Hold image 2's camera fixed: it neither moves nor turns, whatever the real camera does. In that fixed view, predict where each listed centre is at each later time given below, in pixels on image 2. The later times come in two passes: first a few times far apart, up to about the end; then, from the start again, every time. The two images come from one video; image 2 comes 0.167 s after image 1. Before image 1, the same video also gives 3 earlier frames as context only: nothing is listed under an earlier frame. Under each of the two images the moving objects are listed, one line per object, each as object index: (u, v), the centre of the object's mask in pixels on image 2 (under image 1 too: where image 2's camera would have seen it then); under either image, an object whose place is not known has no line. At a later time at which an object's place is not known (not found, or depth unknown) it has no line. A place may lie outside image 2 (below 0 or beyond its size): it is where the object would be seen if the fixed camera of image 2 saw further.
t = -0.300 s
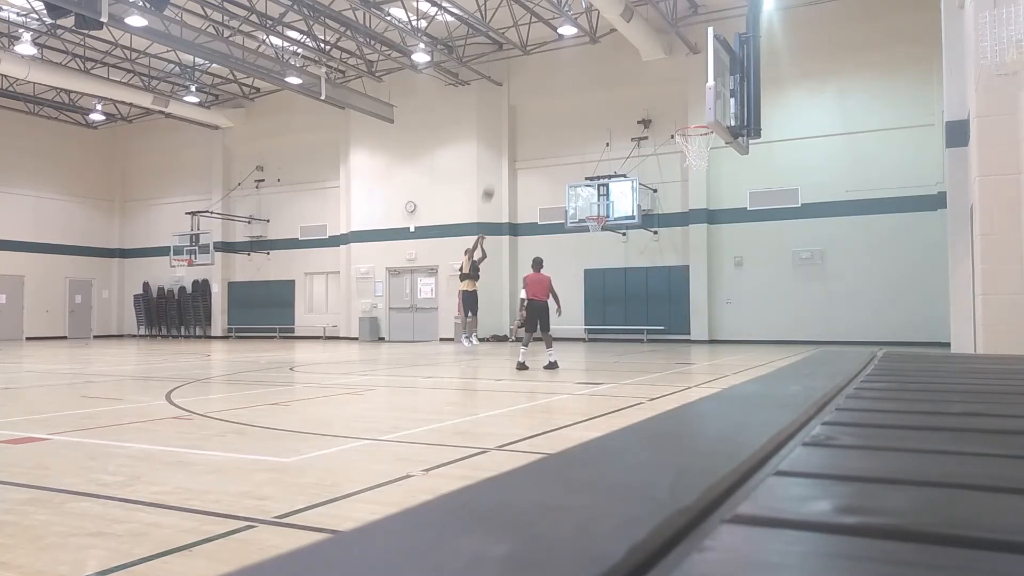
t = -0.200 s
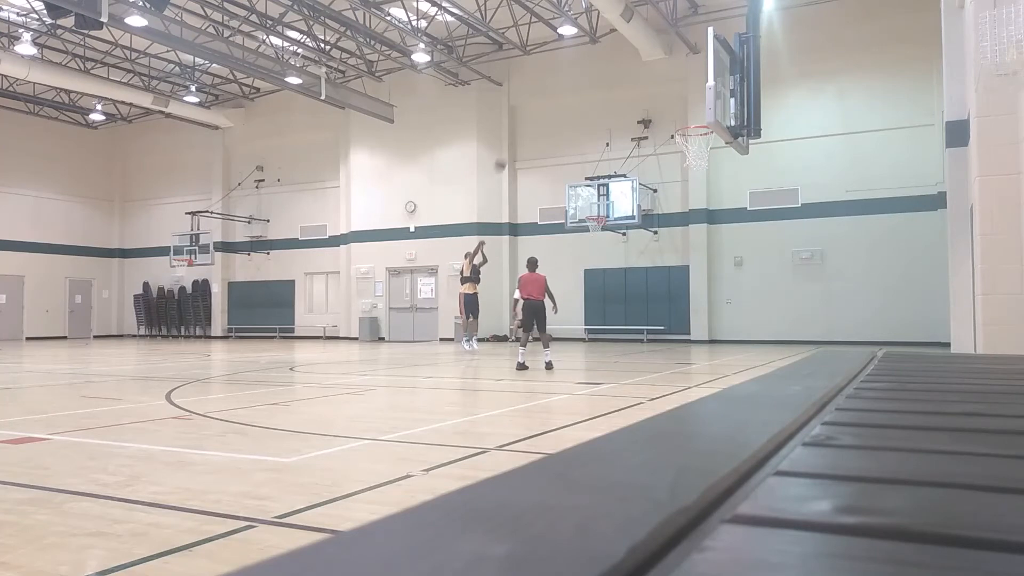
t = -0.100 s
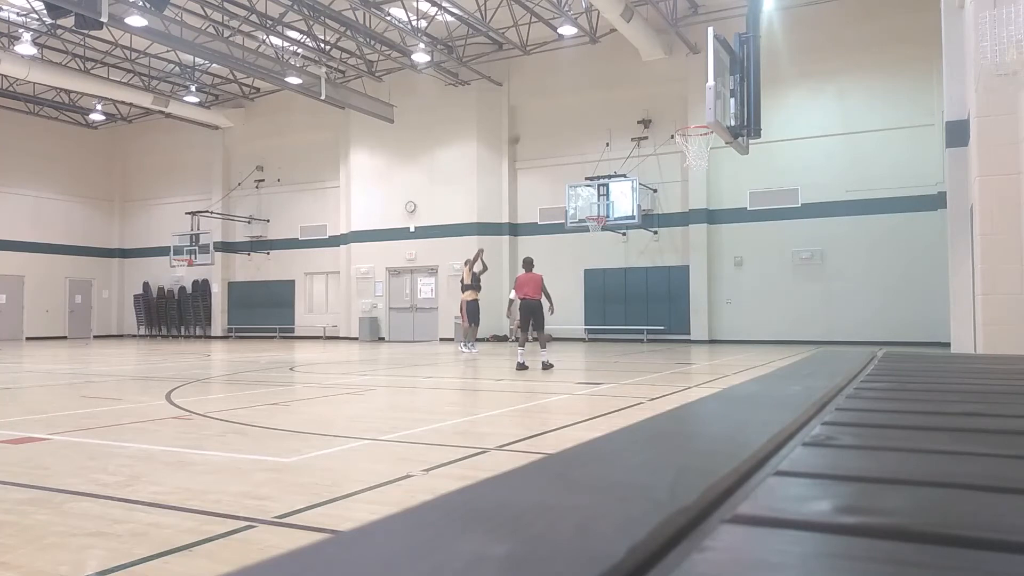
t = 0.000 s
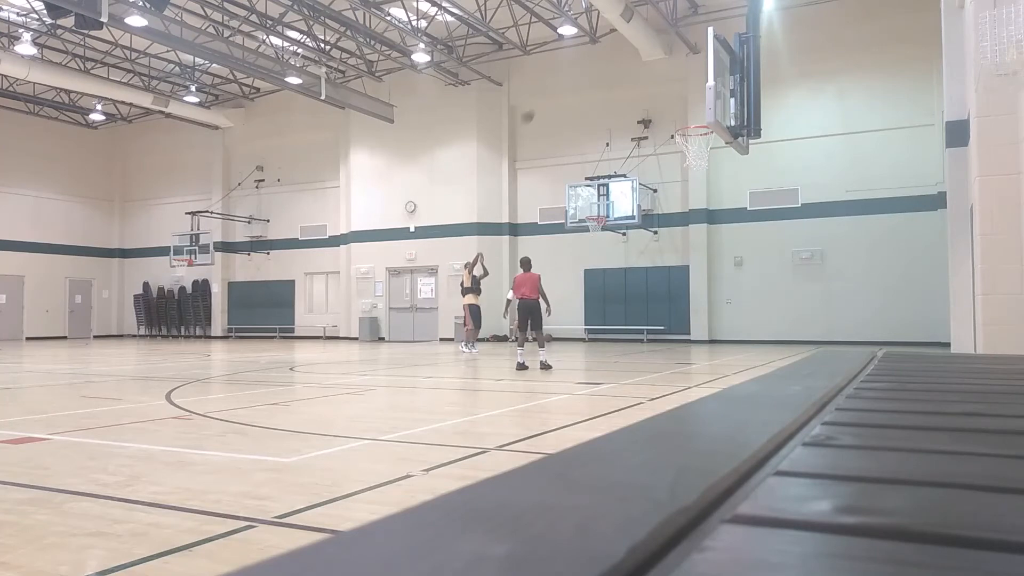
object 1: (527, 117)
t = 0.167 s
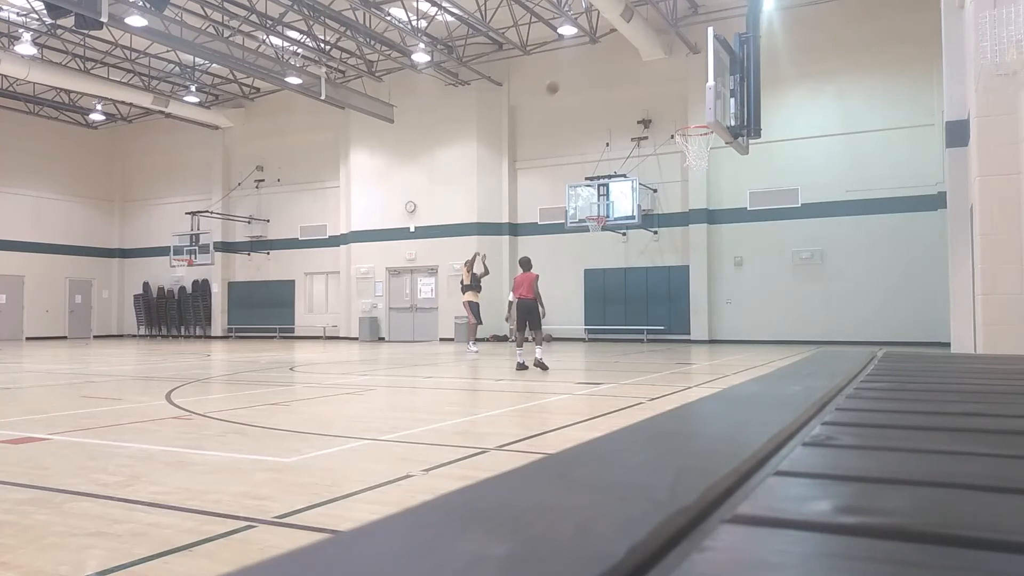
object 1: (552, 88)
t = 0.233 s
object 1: (563, 79)
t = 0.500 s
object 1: (613, 71)
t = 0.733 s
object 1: (666, 105)
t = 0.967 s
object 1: (709, 148)
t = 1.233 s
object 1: (731, 197)
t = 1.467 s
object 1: (753, 290)
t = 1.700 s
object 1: (764, 330)
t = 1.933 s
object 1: (759, 267)
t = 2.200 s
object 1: (754, 250)
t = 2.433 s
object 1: (751, 278)
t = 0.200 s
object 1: (557, 84)
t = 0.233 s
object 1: (563, 79)
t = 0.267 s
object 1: (569, 77)
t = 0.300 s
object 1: (574, 75)
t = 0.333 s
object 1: (581, 73)
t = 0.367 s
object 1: (587, 71)
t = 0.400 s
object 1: (593, 70)
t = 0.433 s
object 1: (599, 69)
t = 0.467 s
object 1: (606, 69)
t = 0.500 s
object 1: (613, 71)
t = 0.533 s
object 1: (620, 73)
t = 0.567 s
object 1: (627, 76)
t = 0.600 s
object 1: (635, 80)
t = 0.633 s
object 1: (641, 84)
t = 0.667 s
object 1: (650, 91)
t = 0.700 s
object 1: (658, 97)
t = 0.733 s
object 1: (666, 105)
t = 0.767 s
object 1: (675, 114)
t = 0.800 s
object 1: (683, 122)
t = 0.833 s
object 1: (693, 136)
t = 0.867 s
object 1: (701, 144)
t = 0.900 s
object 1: (705, 144)
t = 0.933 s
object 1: (707, 146)
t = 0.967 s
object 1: (709, 148)
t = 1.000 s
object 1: (712, 152)
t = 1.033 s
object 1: (715, 155)
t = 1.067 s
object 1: (717, 160)
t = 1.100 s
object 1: (720, 166)
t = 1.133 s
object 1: (723, 172)
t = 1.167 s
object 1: (726, 180)
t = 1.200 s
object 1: (728, 188)
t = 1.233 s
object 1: (731, 197)
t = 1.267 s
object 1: (734, 209)
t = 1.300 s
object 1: (736, 219)
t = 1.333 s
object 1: (740, 232)
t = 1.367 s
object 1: (744, 245)
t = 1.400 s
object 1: (746, 259)
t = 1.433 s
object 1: (749, 274)
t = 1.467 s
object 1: (753, 290)
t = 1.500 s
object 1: (756, 307)
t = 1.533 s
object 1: (759, 324)
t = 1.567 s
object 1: (762, 343)
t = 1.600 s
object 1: (766, 363)
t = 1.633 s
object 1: (766, 357)
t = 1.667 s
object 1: (765, 343)
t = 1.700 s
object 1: (764, 330)
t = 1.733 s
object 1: (763, 319)
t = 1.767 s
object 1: (762, 308)
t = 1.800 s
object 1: (762, 298)
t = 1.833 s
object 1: (761, 289)
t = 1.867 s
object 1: (760, 281)
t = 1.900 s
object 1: (760, 274)
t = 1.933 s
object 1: (759, 267)
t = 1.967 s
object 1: (758, 263)
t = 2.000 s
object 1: (758, 258)
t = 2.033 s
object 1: (757, 255)
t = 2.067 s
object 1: (756, 252)
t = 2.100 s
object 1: (756, 250)
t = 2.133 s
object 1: (755, 250)
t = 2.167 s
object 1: (754, 250)
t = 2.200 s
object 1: (754, 250)
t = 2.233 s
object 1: (753, 252)
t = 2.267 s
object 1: (753, 254)
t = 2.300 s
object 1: (752, 257)
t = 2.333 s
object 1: (752, 261)
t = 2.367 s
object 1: (752, 266)
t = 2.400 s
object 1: (751, 272)
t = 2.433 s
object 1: (751, 278)
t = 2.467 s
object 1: (750, 285)
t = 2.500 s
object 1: (750, 293)
